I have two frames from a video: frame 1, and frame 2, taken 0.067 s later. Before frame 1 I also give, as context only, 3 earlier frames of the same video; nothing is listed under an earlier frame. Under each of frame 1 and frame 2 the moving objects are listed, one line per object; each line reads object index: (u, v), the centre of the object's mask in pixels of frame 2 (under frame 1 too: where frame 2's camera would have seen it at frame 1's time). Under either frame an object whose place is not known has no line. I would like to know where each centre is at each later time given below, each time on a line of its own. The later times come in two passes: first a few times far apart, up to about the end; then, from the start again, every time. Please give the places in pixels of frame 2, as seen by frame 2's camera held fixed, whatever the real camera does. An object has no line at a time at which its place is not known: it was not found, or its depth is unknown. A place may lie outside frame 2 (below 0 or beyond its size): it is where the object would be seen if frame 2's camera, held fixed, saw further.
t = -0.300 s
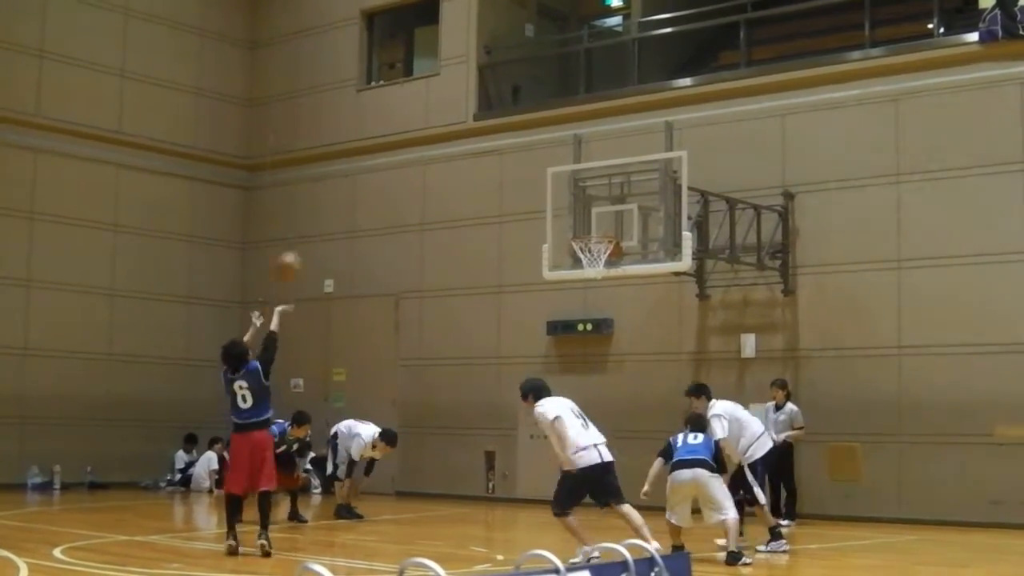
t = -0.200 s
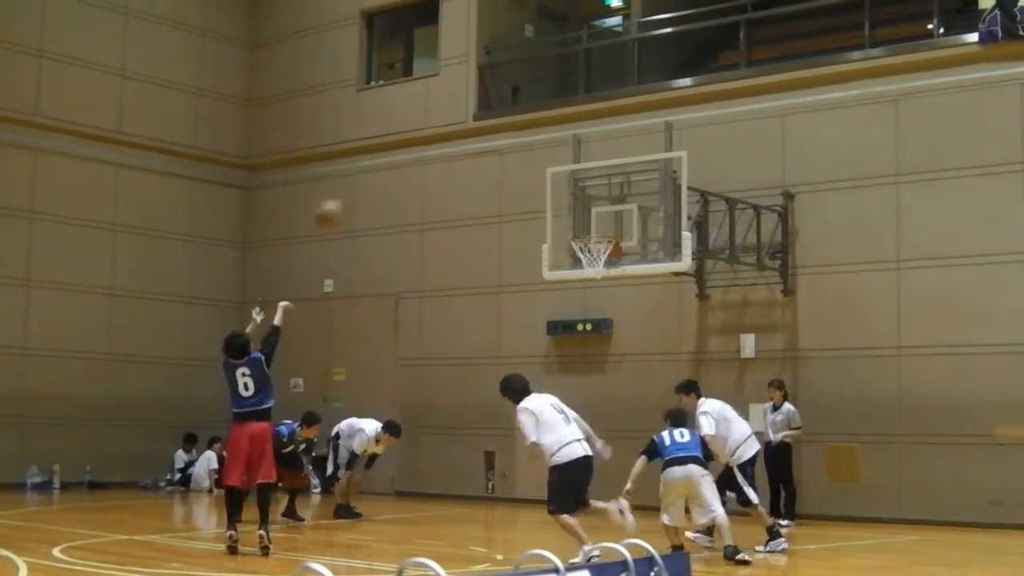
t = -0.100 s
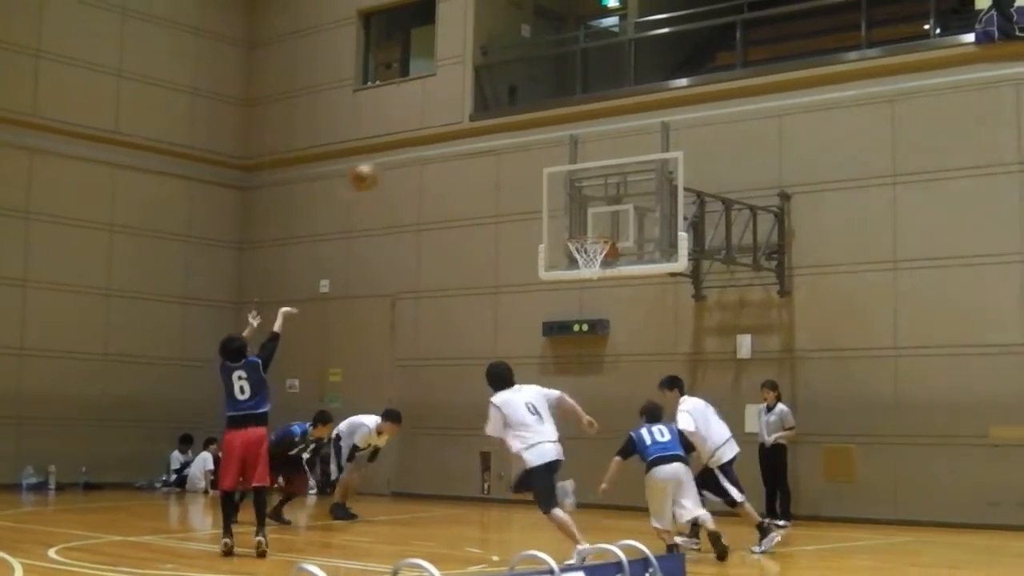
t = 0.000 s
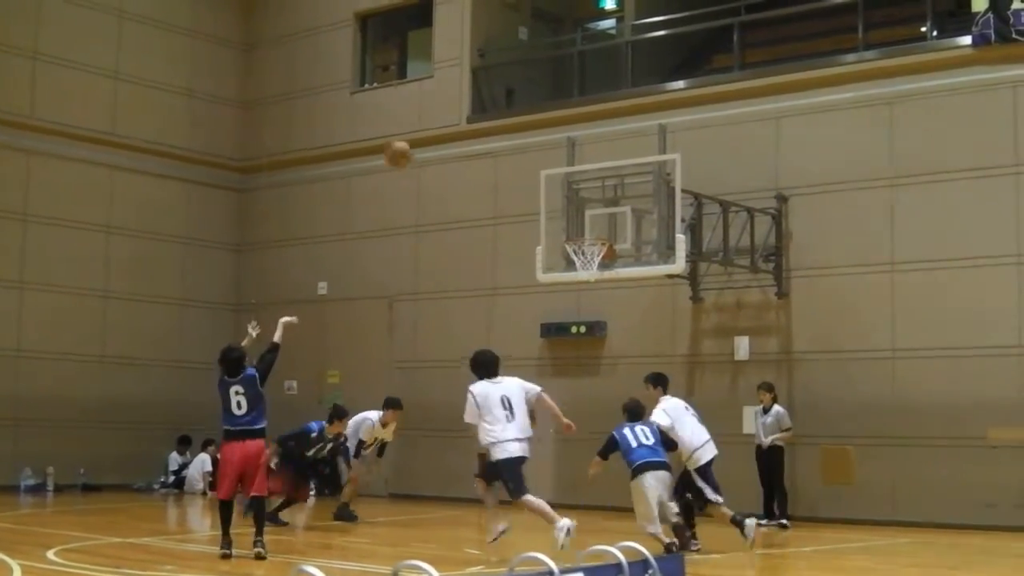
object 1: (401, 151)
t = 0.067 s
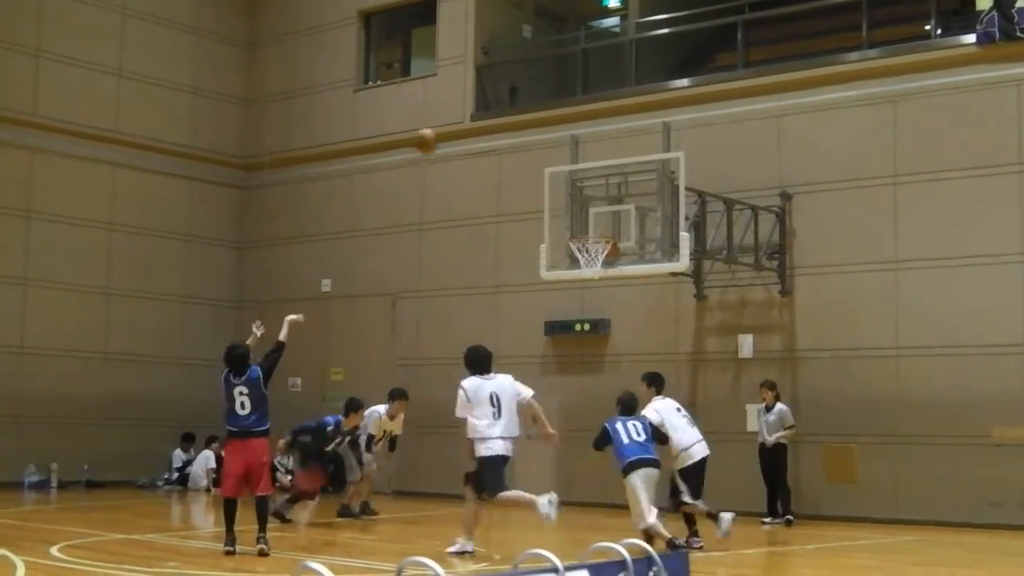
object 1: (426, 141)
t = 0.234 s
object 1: (478, 136)
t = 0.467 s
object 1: (544, 174)
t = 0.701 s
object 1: (596, 248)
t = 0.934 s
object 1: (555, 313)
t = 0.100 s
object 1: (437, 138)
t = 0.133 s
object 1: (447, 135)
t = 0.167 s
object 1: (458, 134)
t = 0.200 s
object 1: (469, 135)
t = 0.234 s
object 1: (478, 136)
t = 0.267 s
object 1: (488, 139)
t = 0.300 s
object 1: (498, 142)
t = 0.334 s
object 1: (507, 146)
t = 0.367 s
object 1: (516, 151)
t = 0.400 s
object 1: (526, 157)
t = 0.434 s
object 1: (535, 166)
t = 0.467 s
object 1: (544, 174)
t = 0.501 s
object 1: (552, 181)
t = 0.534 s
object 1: (560, 192)
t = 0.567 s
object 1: (568, 203)
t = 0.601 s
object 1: (577, 215)
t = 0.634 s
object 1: (586, 226)
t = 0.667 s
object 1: (594, 241)
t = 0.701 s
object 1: (596, 248)
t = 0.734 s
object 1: (592, 262)
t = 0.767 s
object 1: (584, 272)
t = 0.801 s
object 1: (577, 278)
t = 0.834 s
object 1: (571, 287)
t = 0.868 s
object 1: (566, 292)
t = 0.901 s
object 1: (561, 303)
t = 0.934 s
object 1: (555, 313)
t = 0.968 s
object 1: (550, 325)
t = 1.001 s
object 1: (545, 337)
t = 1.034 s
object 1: (539, 350)
